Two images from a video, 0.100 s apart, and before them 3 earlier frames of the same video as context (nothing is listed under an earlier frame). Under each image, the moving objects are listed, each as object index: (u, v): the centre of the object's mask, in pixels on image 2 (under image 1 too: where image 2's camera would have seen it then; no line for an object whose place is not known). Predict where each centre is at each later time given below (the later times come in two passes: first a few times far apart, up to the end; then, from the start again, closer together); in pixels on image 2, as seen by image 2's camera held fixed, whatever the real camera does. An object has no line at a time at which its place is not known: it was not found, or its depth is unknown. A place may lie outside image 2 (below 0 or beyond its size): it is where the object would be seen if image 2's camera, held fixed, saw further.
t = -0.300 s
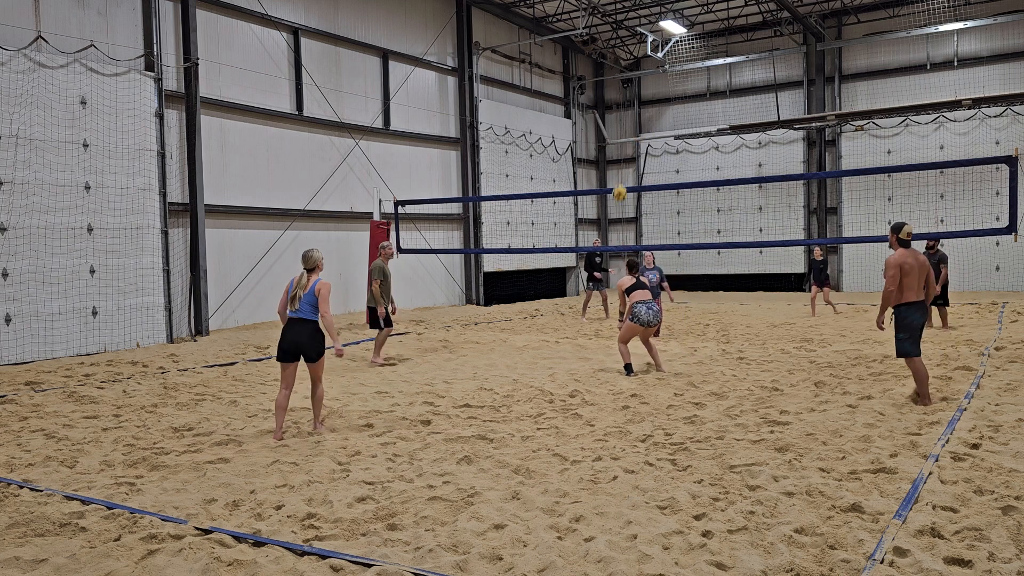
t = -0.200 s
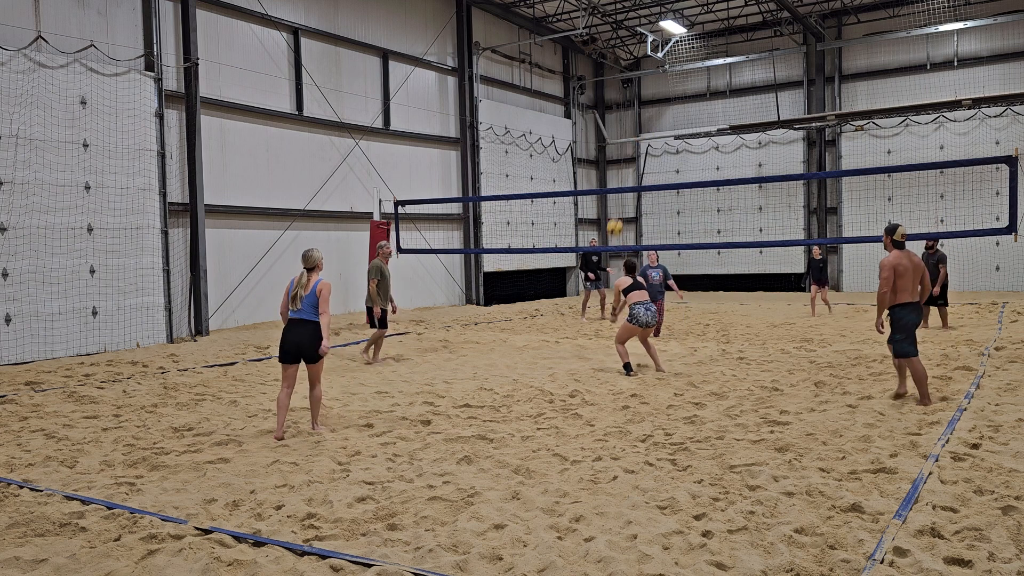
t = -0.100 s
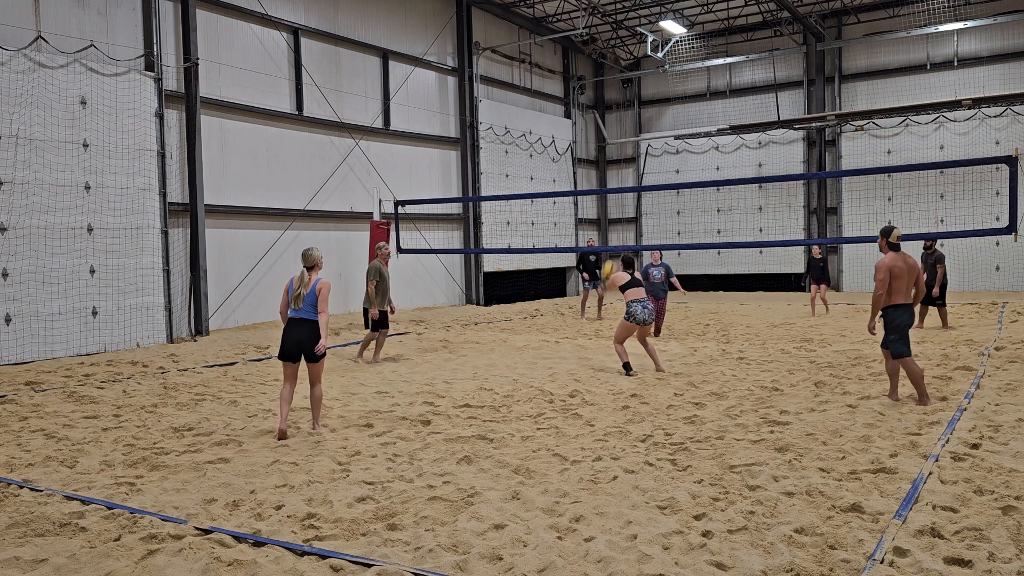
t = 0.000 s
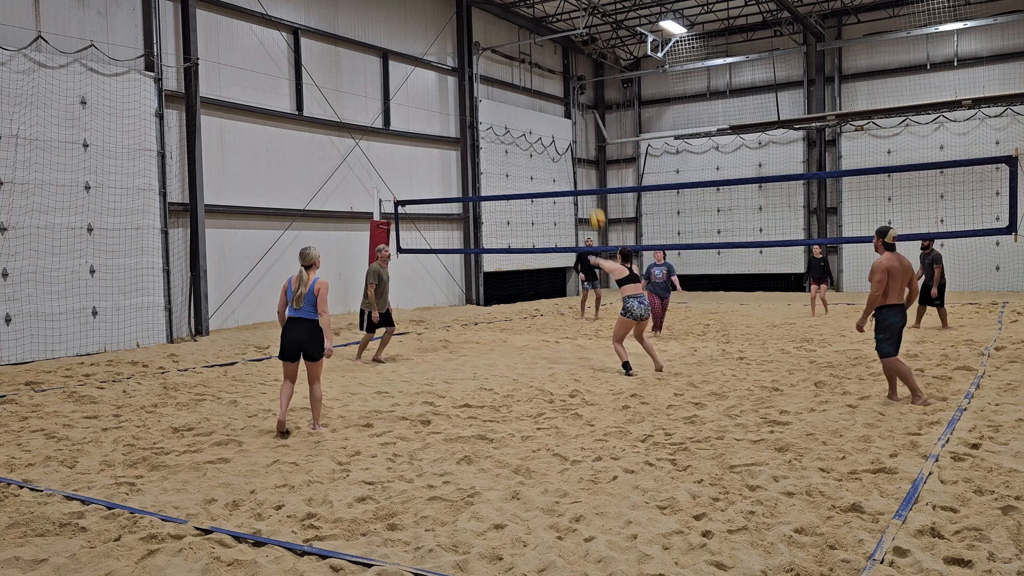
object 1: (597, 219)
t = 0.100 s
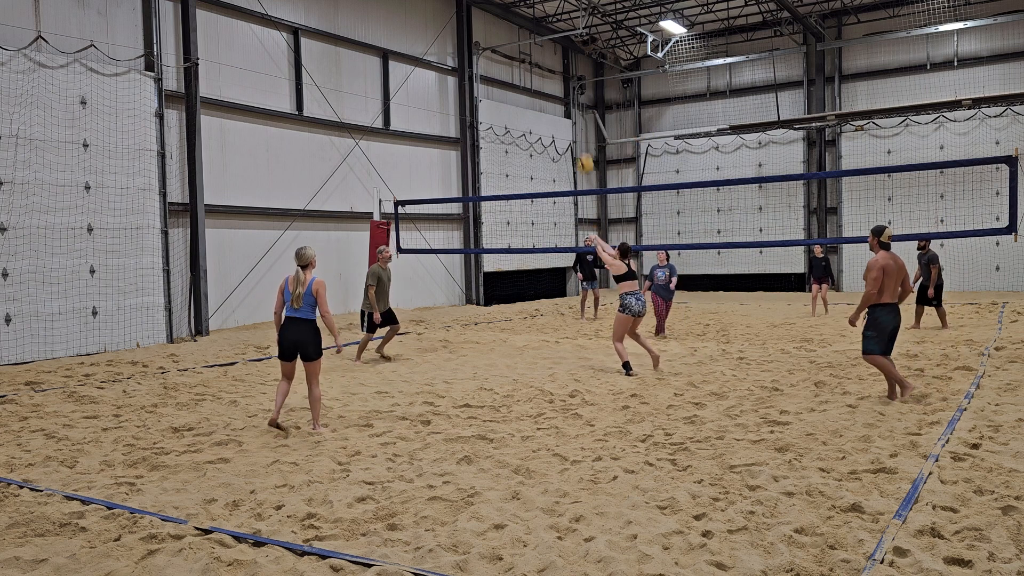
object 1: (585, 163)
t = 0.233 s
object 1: (570, 102)
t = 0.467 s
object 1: (545, 32)
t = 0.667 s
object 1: (526, 7)
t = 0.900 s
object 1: (504, 12)
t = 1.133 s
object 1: (485, 57)
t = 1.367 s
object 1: (469, 141)
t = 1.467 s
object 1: (462, 188)
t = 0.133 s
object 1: (581, 147)
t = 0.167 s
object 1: (578, 132)
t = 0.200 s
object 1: (573, 116)
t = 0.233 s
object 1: (570, 102)
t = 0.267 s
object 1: (566, 90)
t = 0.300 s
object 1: (563, 78)
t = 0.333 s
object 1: (559, 68)
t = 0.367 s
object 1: (555, 57)
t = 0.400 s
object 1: (552, 48)
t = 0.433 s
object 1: (549, 40)
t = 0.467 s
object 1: (545, 32)
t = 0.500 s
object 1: (542, 26)
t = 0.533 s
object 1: (539, 21)
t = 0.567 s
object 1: (535, 16)
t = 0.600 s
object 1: (532, 11)
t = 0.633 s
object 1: (529, 8)
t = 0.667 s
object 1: (526, 7)
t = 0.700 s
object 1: (522, 6)
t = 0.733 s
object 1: (520, 5)
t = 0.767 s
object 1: (516, 5)
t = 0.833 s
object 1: (510, 7)
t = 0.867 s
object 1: (507, 9)
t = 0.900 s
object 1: (504, 12)
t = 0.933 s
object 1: (501, 16)
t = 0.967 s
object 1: (499, 21)
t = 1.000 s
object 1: (496, 27)
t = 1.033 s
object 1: (493, 34)
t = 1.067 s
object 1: (490, 41)
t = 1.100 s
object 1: (488, 48)
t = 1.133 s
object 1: (485, 57)
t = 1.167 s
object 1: (483, 68)
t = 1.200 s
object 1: (480, 78)
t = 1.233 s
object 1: (477, 89)
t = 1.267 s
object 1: (475, 102)
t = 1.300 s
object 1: (473, 115)
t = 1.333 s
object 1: (470, 128)
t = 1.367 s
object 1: (469, 141)
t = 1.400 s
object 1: (467, 156)
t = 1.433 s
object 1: (464, 172)
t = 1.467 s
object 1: (462, 188)
